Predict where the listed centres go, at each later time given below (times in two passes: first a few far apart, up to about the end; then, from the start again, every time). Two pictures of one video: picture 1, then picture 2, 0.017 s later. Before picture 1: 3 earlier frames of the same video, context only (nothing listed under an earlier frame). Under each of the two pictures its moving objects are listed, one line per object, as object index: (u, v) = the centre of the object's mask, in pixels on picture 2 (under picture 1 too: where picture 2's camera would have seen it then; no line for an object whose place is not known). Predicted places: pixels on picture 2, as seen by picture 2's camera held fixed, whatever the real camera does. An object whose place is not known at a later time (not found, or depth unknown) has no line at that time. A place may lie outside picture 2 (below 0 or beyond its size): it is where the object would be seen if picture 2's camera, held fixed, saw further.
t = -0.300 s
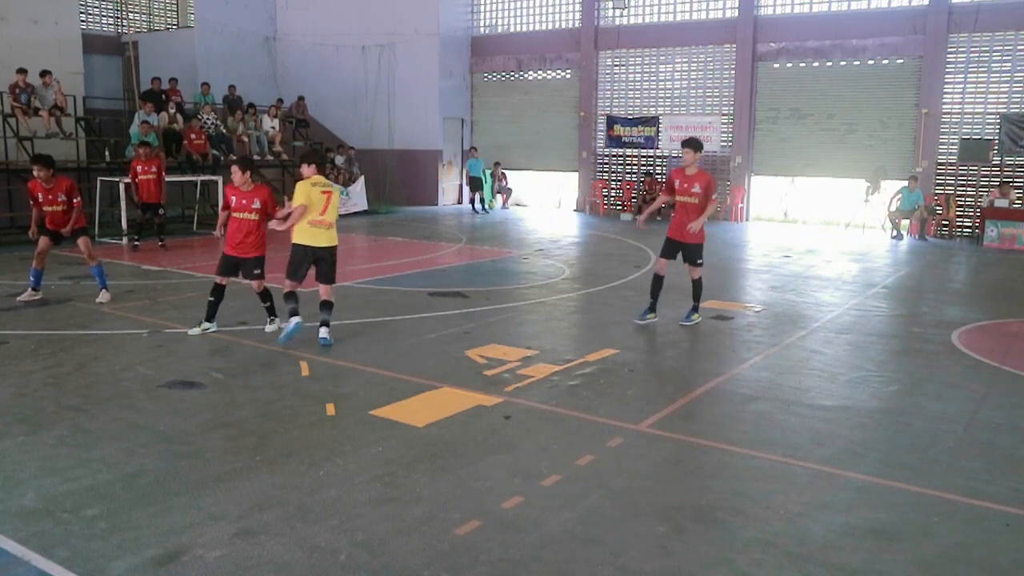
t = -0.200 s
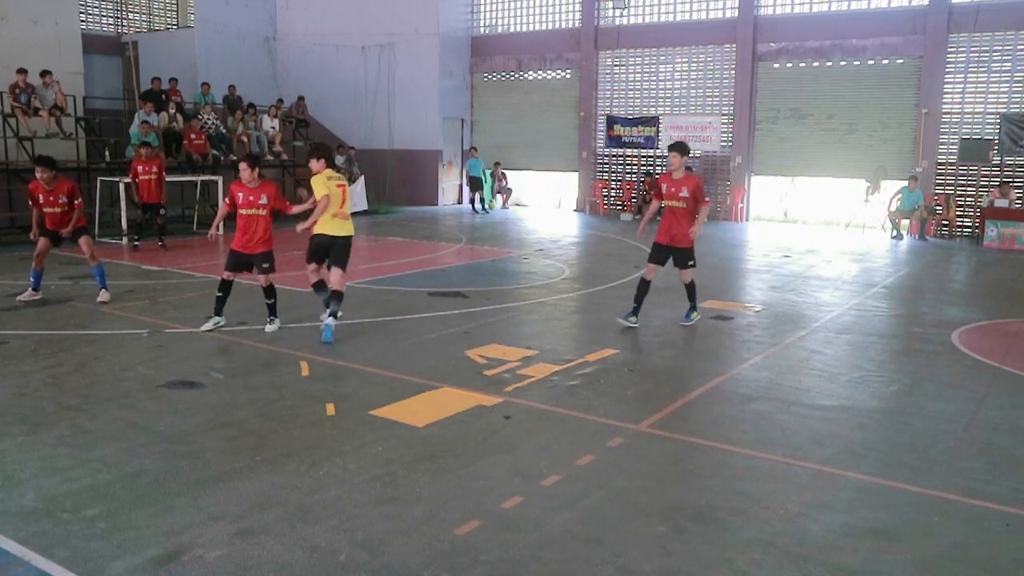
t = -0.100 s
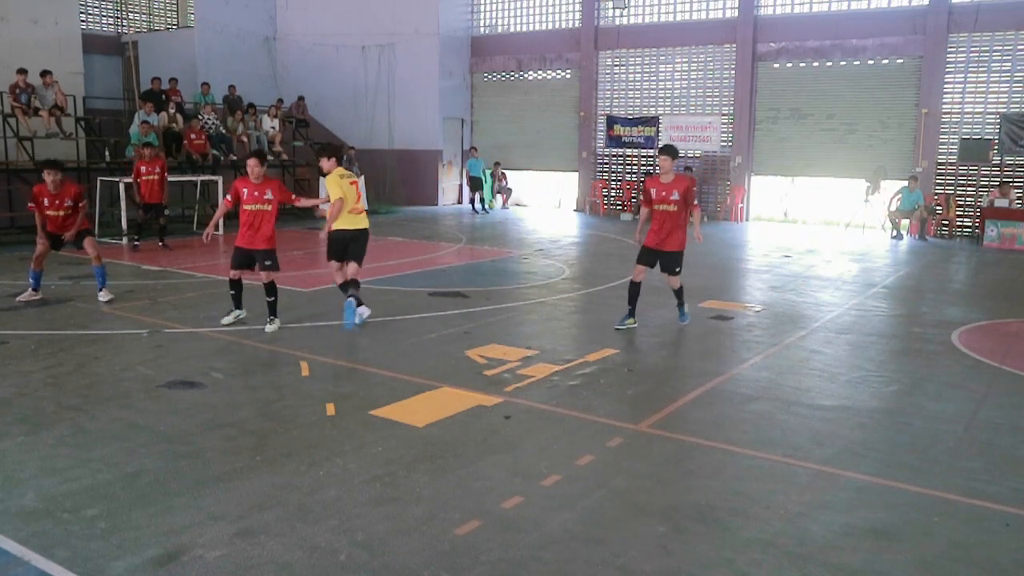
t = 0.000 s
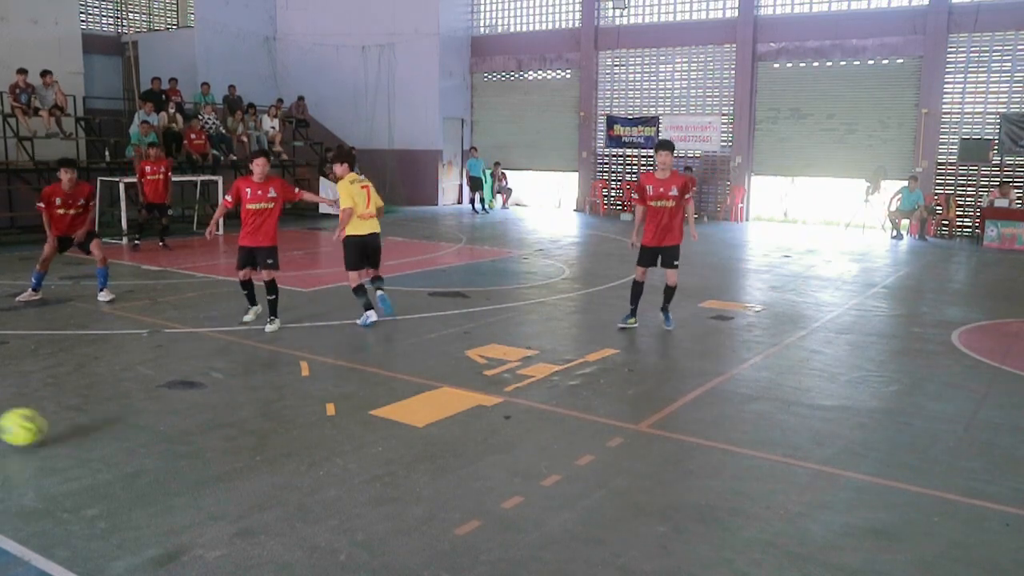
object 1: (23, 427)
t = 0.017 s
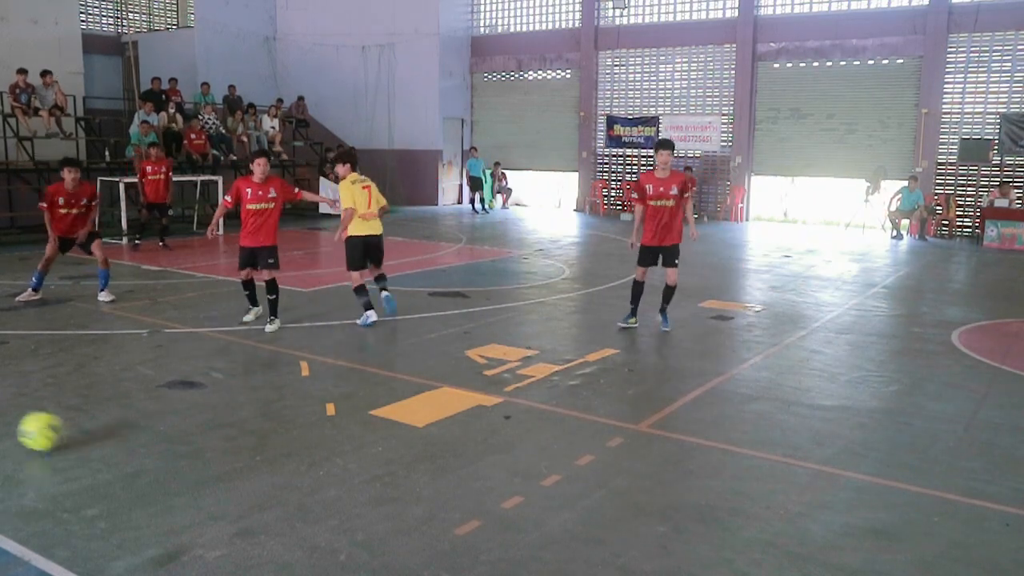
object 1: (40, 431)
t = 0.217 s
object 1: (284, 480)
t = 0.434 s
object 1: (568, 536)
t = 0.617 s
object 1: (848, 568)
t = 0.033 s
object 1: (60, 436)
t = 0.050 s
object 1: (81, 442)
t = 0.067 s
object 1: (101, 446)
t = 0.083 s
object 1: (121, 449)
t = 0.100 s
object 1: (140, 453)
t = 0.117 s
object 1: (160, 456)
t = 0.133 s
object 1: (181, 461)
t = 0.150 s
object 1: (201, 465)
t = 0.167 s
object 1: (221, 468)
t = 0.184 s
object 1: (242, 471)
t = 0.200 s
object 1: (262, 475)
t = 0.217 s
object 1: (284, 480)
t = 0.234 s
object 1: (305, 484)
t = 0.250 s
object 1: (326, 489)
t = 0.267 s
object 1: (347, 494)
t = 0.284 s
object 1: (369, 498)
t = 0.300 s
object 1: (391, 503)
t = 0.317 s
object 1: (412, 506)
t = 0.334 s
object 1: (434, 510)
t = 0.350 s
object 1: (456, 515)
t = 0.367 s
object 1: (478, 520)
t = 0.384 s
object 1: (499, 523)
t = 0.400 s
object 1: (522, 527)
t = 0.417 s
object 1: (545, 531)
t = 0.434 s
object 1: (568, 536)
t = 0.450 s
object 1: (592, 542)
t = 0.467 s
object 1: (616, 546)
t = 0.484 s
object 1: (640, 550)
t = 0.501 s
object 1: (664, 553)
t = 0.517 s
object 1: (689, 555)
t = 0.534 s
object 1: (715, 557)
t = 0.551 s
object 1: (741, 559)
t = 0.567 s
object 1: (768, 561)
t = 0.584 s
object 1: (793, 564)
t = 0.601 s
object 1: (821, 566)
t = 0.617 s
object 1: (848, 568)
